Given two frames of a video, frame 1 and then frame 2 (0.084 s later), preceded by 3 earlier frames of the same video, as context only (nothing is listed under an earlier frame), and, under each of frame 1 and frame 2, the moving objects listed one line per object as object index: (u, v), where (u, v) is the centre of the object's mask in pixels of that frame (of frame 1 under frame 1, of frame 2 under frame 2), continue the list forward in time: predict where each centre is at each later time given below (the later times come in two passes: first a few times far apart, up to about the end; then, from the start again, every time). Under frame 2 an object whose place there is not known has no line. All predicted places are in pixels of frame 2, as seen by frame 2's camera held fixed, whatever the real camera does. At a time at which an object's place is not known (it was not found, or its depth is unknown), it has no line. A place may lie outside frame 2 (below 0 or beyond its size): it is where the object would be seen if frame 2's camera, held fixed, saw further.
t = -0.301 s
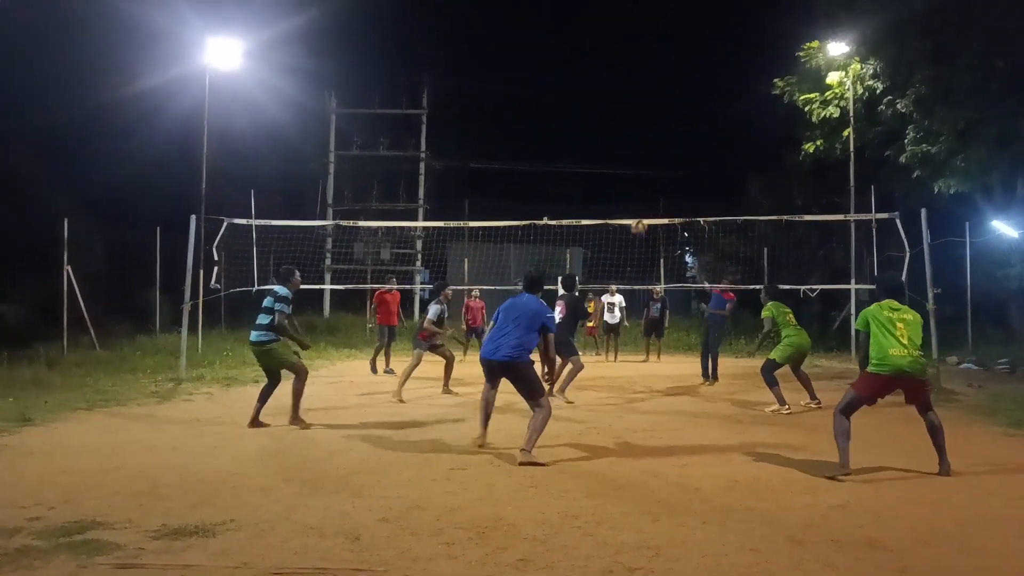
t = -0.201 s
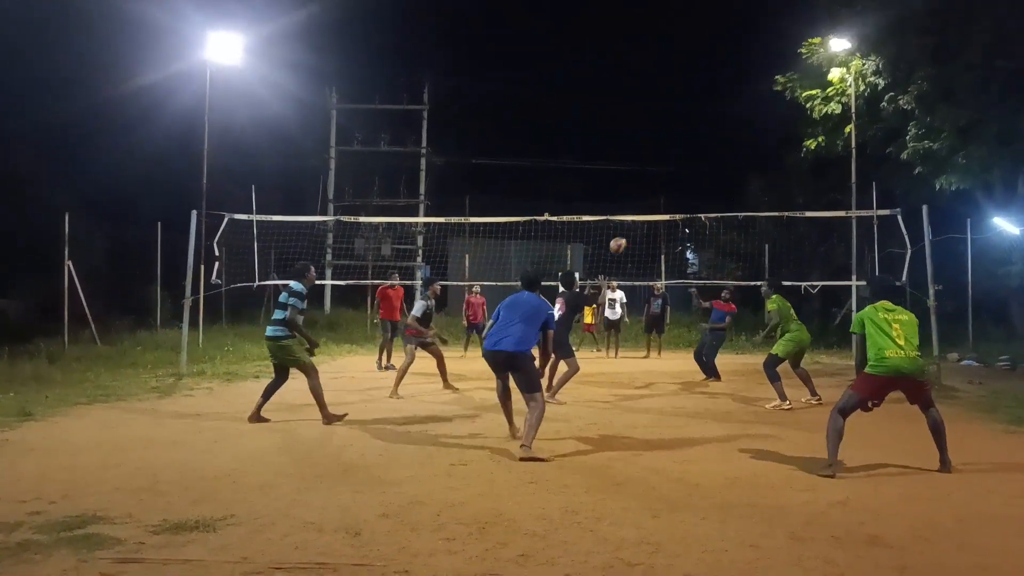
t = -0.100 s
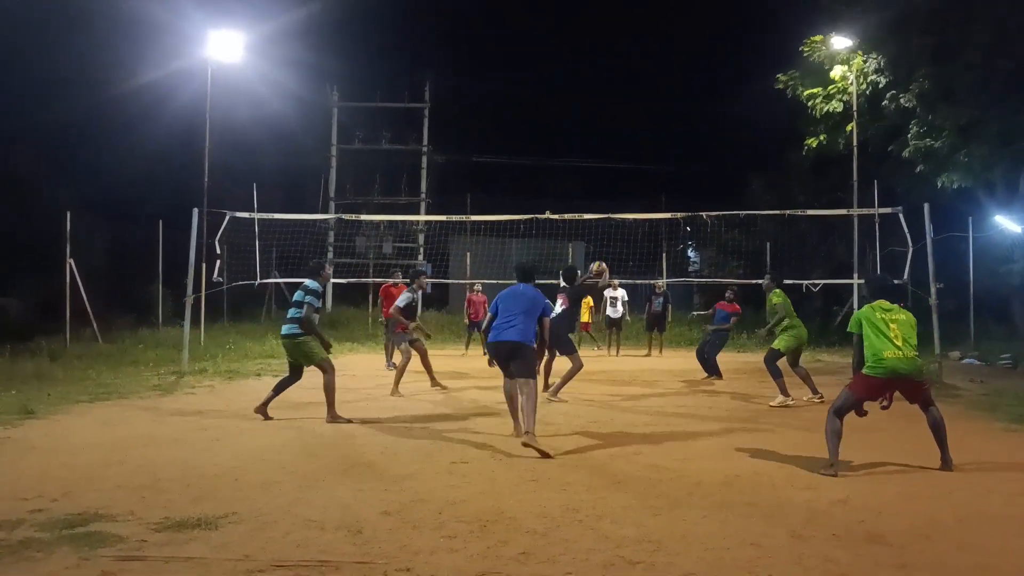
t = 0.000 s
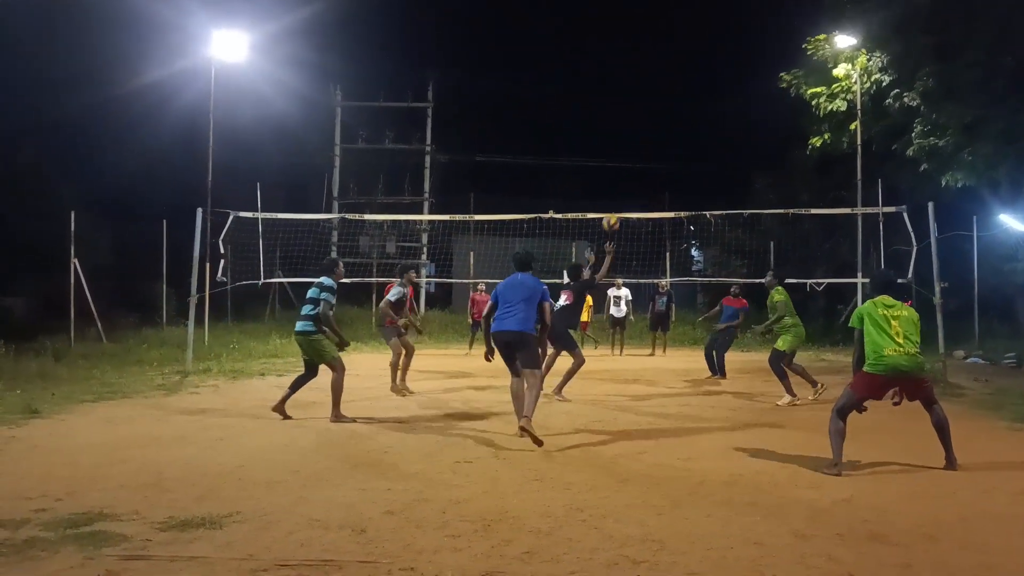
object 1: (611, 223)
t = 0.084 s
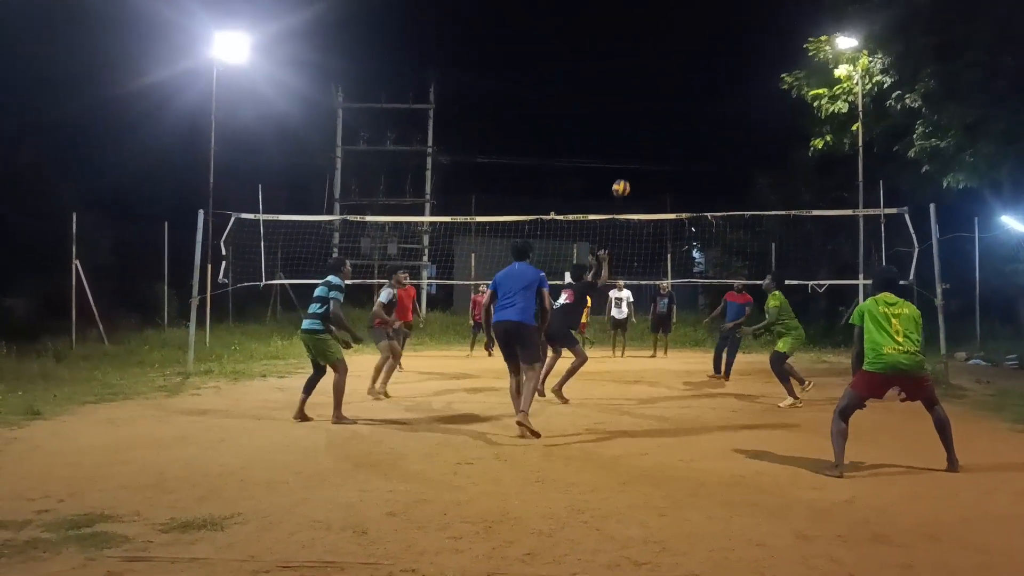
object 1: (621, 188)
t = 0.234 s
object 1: (637, 138)
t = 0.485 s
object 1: (661, 95)
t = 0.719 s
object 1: (684, 100)
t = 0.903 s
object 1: (701, 131)
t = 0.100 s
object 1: (623, 182)
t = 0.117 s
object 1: (624, 176)
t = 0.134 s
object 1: (626, 169)
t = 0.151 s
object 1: (628, 164)
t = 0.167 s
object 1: (630, 158)
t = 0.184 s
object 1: (632, 153)
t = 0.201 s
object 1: (633, 148)
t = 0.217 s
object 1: (635, 143)
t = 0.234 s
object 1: (637, 138)
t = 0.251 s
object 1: (638, 134)
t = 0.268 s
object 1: (640, 130)
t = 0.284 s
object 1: (641, 126)
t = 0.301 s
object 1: (643, 122)
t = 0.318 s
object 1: (645, 118)
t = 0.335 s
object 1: (646, 115)
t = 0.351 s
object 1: (648, 112)
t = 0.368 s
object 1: (650, 109)
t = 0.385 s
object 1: (651, 106)
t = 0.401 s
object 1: (653, 104)
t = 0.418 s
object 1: (655, 102)
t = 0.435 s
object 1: (656, 100)
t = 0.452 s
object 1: (658, 98)
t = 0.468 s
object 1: (660, 96)
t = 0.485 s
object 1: (661, 95)
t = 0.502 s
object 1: (663, 94)
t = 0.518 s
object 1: (664, 93)
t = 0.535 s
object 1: (666, 93)
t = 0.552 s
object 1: (668, 92)
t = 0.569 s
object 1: (669, 92)
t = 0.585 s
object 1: (671, 92)
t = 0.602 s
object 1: (672, 92)
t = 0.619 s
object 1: (674, 93)
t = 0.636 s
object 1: (676, 93)
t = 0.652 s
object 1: (677, 94)
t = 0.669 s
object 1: (679, 95)
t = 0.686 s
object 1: (681, 96)
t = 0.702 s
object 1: (682, 98)
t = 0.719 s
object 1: (684, 100)
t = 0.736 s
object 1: (685, 101)
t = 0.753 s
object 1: (687, 103)
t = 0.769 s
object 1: (689, 106)
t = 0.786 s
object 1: (690, 108)
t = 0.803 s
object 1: (692, 111)
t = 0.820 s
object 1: (694, 114)
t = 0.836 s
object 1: (695, 117)
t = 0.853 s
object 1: (697, 120)
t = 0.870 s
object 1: (699, 124)
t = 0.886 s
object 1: (700, 127)
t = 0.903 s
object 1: (701, 131)
